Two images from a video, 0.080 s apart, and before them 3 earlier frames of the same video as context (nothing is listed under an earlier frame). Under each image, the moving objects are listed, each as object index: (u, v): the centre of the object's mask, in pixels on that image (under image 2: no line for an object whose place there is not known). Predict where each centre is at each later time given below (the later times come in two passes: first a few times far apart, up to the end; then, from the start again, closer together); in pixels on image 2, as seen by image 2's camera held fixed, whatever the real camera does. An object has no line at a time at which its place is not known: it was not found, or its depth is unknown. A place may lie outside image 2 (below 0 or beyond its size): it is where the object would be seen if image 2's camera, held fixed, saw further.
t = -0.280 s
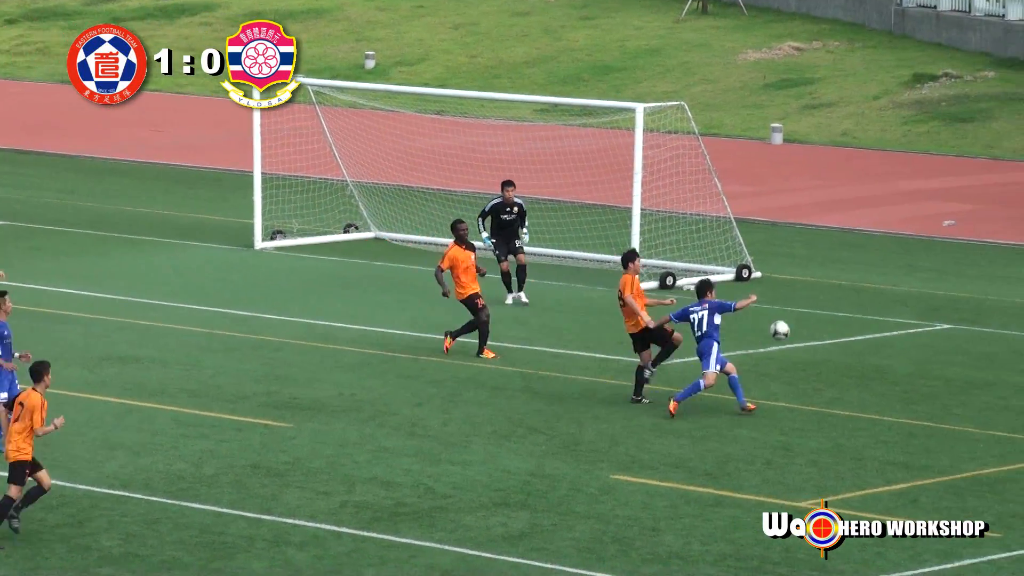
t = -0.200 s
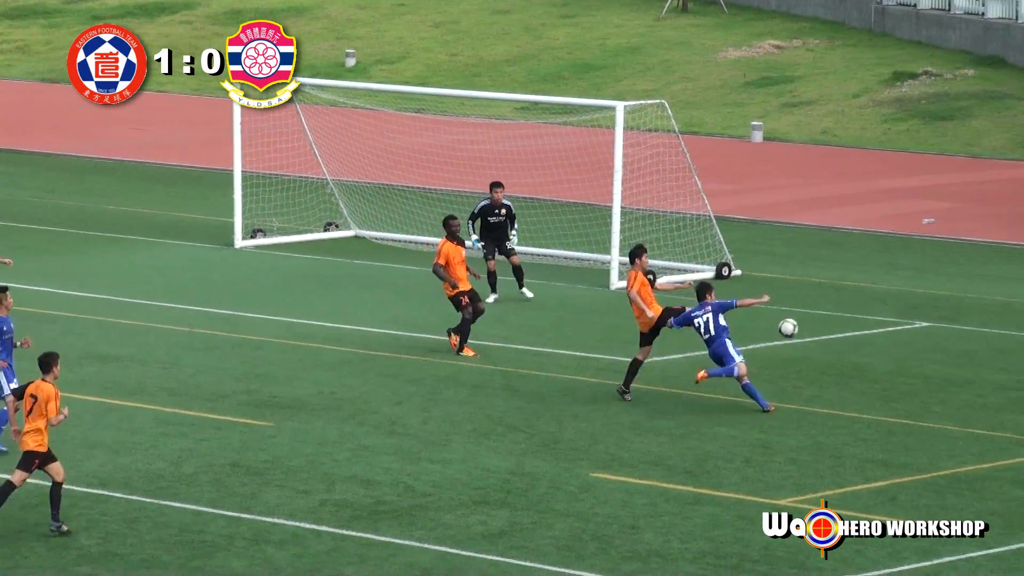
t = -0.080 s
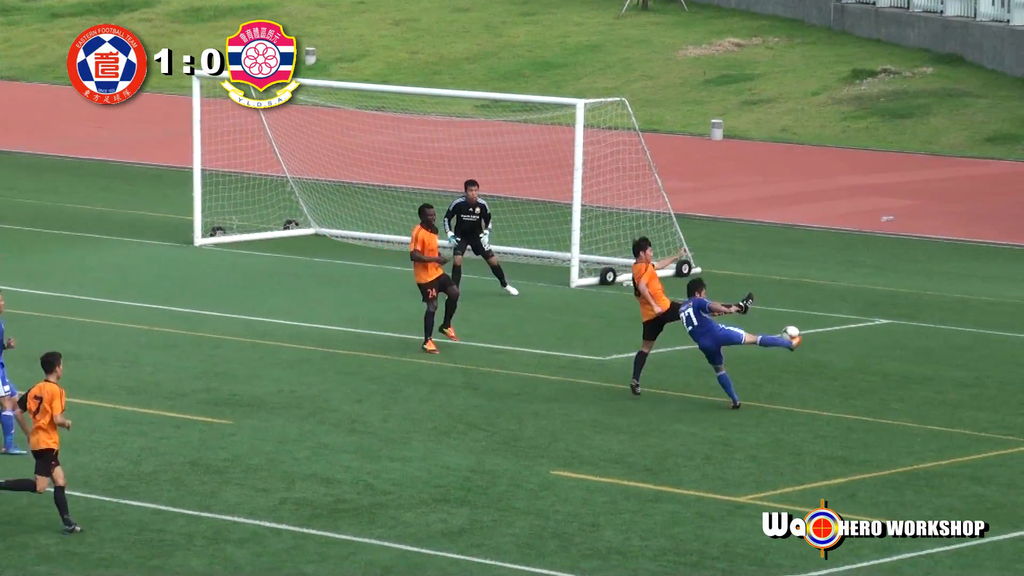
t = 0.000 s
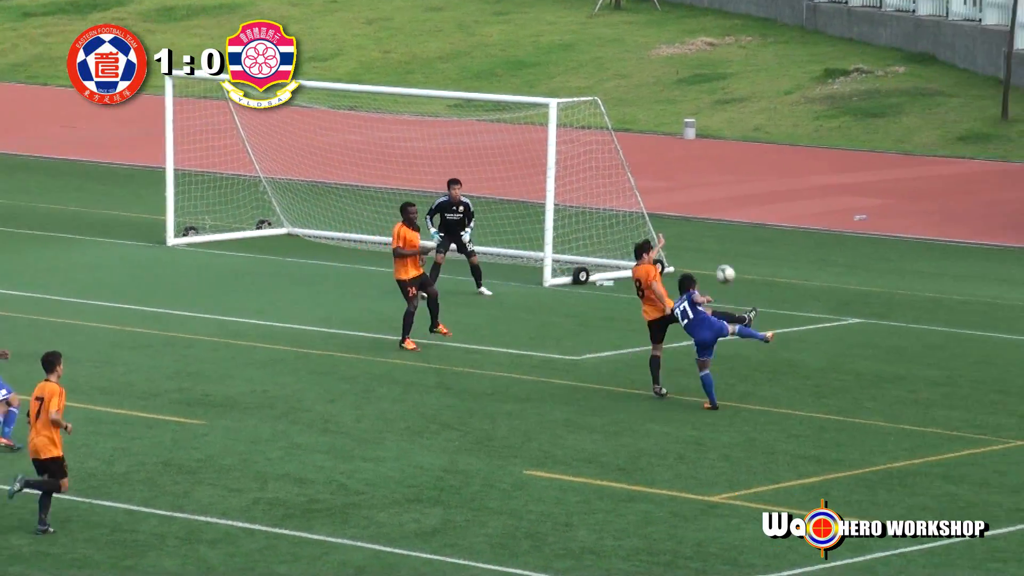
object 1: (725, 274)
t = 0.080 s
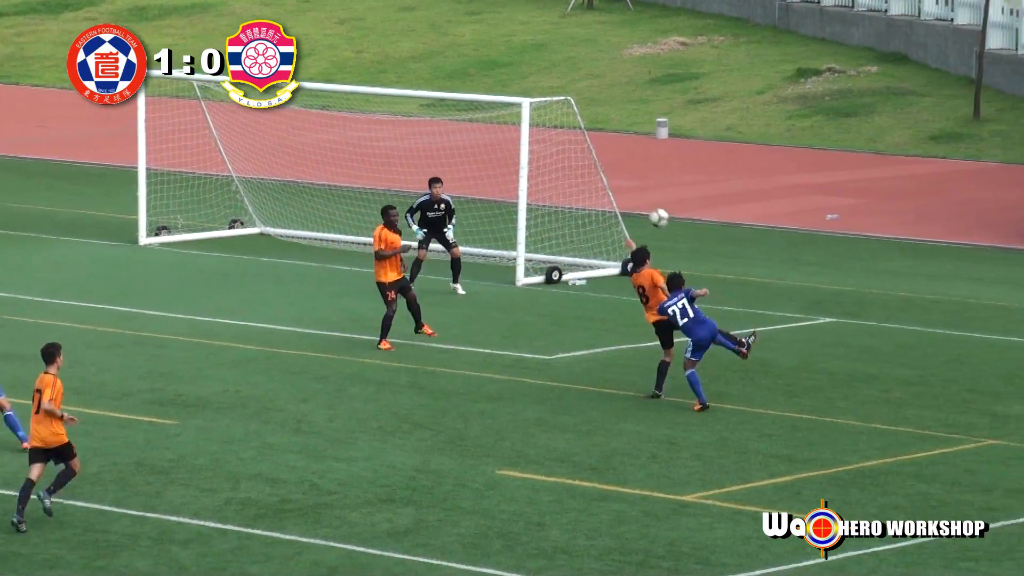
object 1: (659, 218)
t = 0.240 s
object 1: (582, 127)
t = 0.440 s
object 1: (490, 49)
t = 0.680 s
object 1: (389, 2)
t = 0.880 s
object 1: (310, 2)
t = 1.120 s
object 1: (223, 41)
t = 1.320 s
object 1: (152, 104)
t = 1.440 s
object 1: (112, 151)
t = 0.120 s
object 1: (640, 192)
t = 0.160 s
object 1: (620, 169)
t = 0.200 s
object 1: (601, 147)
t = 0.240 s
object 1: (582, 127)
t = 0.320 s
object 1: (545, 91)
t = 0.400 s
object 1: (509, 61)
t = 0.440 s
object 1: (490, 49)
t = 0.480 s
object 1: (473, 38)
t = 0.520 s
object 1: (455, 27)
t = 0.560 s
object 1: (438, 19)
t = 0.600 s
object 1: (421, 12)
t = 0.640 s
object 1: (404, 6)
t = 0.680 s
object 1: (389, 2)
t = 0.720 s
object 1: (372, -1)
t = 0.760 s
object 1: (356, -2)
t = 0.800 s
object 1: (341, -2)
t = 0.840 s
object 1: (326, -1)
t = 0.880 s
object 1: (310, 2)
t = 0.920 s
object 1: (295, 5)
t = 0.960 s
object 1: (281, 9)
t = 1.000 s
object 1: (266, 16)
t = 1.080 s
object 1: (237, 31)
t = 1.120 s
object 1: (223, 41)
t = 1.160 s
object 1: (209, 51)
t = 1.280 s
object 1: (168, 88)
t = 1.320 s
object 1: (152, 104)
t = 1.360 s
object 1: (138, 120)
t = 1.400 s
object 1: (125, 135)
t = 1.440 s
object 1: (112, 151)
